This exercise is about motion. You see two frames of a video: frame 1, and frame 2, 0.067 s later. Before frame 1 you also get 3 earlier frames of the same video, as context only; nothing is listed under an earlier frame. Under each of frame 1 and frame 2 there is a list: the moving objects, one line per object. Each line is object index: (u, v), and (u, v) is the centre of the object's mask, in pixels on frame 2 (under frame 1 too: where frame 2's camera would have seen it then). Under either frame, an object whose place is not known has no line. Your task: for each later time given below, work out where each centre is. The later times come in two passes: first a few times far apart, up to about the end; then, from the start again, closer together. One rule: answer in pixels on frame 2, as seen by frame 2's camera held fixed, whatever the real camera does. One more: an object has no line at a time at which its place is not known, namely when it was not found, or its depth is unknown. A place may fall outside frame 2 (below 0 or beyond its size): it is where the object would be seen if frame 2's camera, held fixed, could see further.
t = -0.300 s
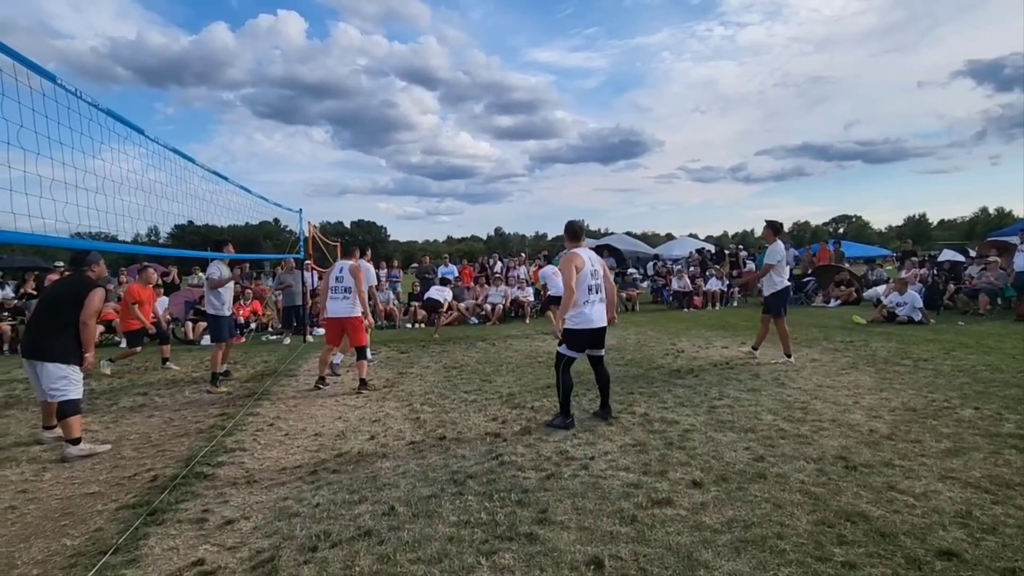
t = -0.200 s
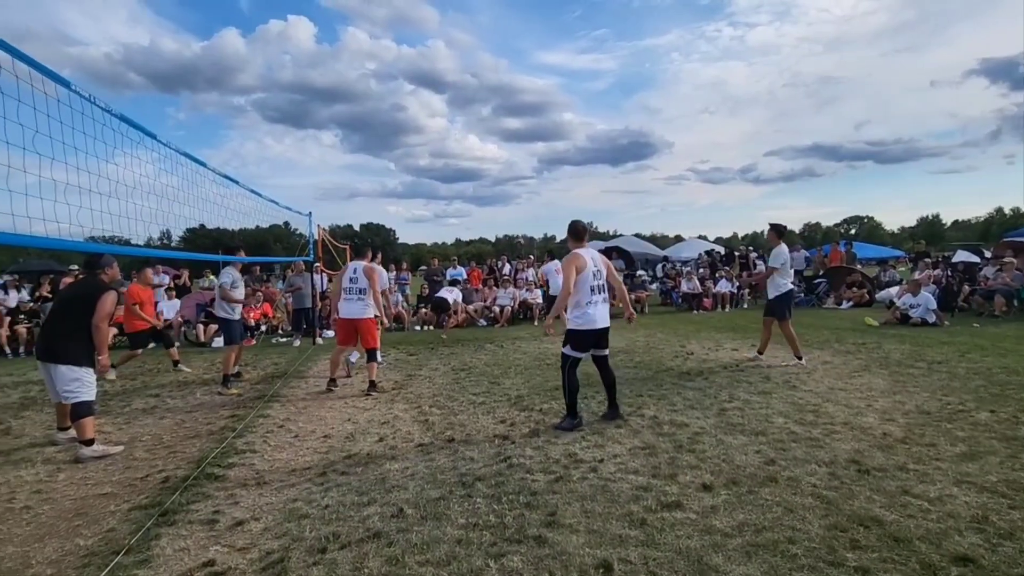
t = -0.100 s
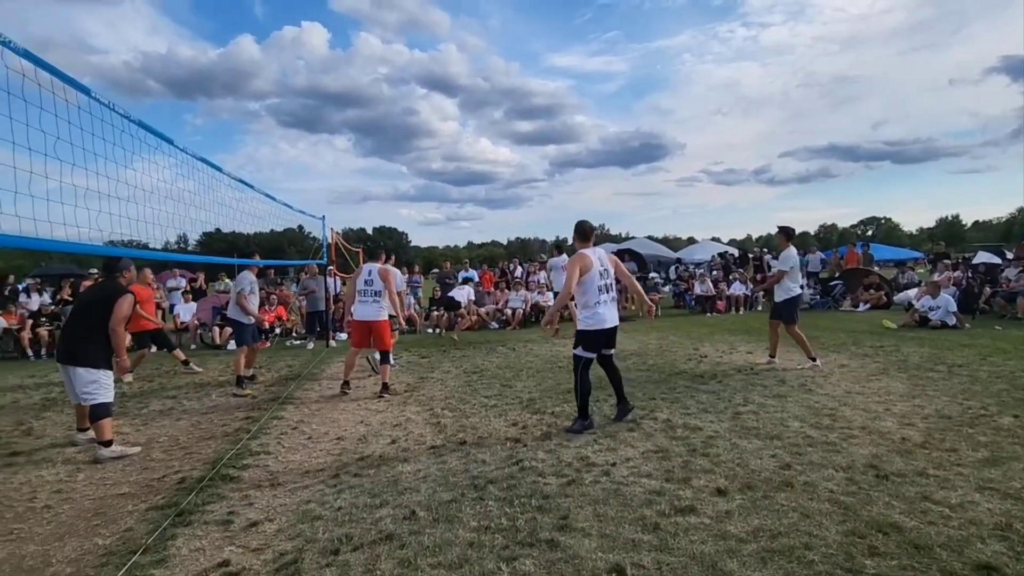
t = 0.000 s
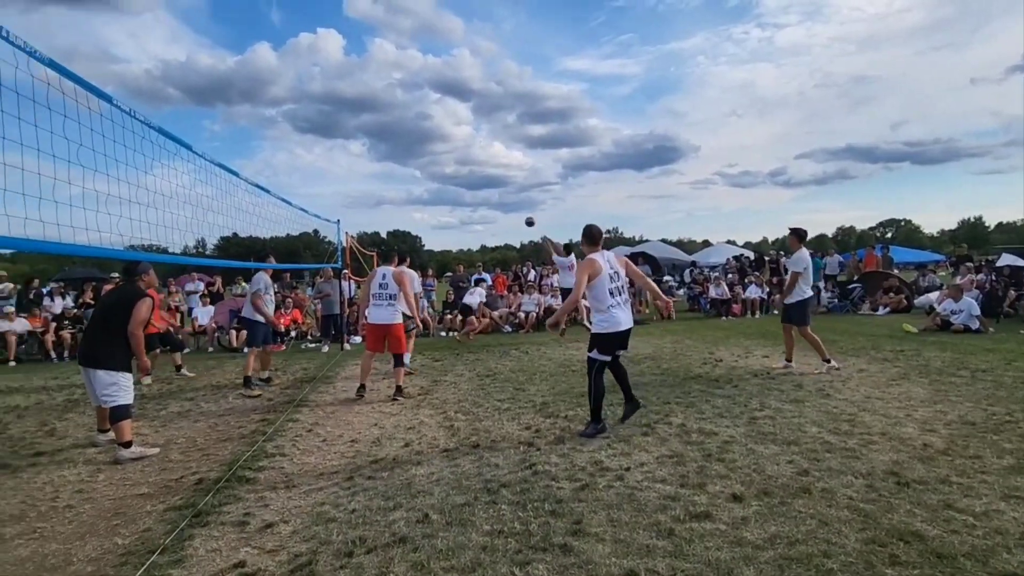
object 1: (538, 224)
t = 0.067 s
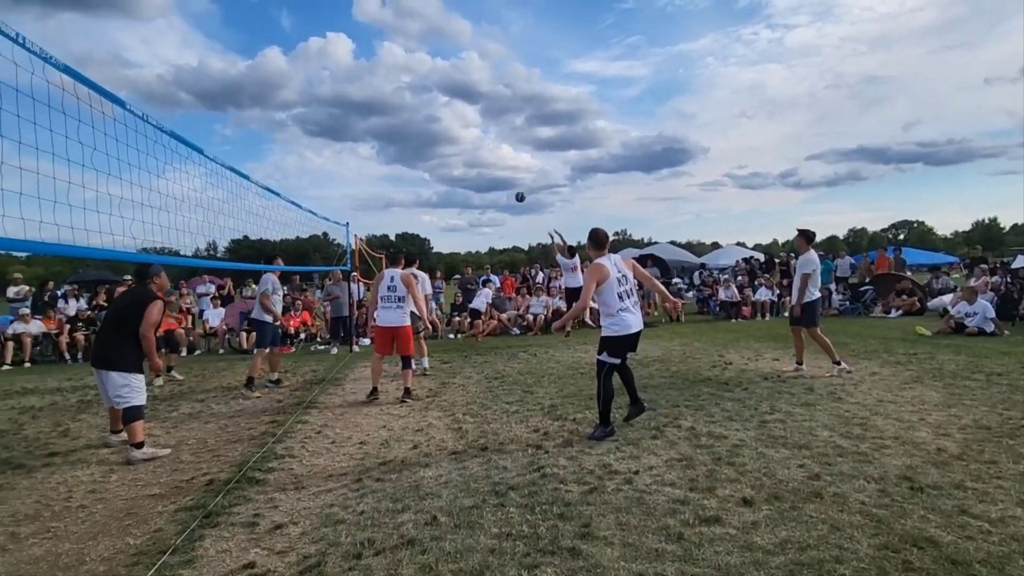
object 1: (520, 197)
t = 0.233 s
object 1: (472, 135)
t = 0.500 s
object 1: (389, 53)
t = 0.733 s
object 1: (295, 5)
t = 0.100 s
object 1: (511, 184)
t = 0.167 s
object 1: (492, 159)
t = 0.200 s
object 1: (482, 147)
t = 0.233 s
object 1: (472, 135)
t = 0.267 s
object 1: (462, 123)
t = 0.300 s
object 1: (452, 112)
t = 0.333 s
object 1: (443, 101)
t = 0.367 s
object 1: (433, 90)
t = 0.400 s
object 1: (423, 80)
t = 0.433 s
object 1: (412, 71)
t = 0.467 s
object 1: (401, 62)
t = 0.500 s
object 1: (389, 53)
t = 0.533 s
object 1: (378, 44)
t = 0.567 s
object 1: (366, 37)
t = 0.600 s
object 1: (354, 29)
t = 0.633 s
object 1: (340, 22)
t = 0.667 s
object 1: (326, 16)
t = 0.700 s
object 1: (310, 10)
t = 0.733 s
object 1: (295, 5)
